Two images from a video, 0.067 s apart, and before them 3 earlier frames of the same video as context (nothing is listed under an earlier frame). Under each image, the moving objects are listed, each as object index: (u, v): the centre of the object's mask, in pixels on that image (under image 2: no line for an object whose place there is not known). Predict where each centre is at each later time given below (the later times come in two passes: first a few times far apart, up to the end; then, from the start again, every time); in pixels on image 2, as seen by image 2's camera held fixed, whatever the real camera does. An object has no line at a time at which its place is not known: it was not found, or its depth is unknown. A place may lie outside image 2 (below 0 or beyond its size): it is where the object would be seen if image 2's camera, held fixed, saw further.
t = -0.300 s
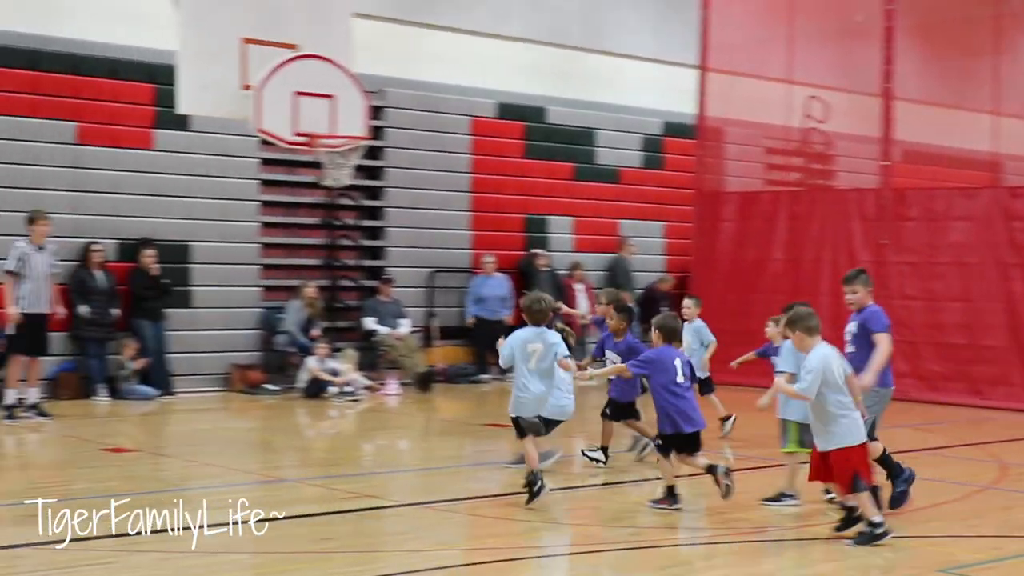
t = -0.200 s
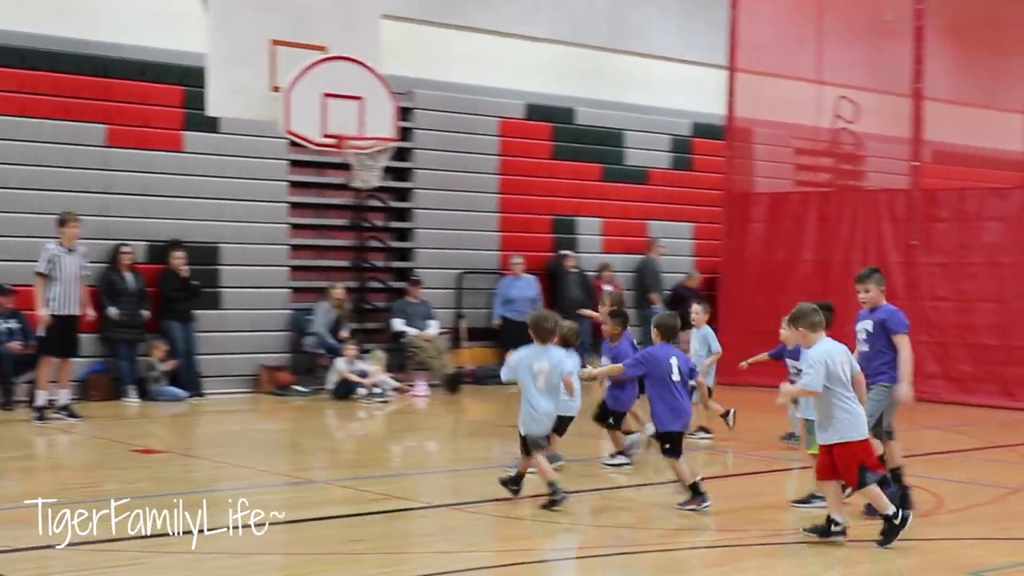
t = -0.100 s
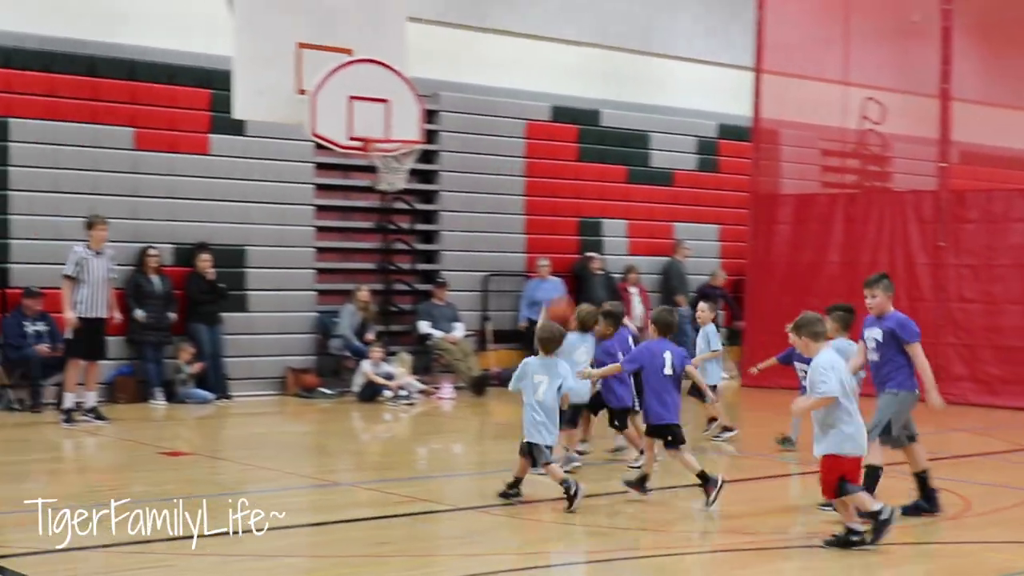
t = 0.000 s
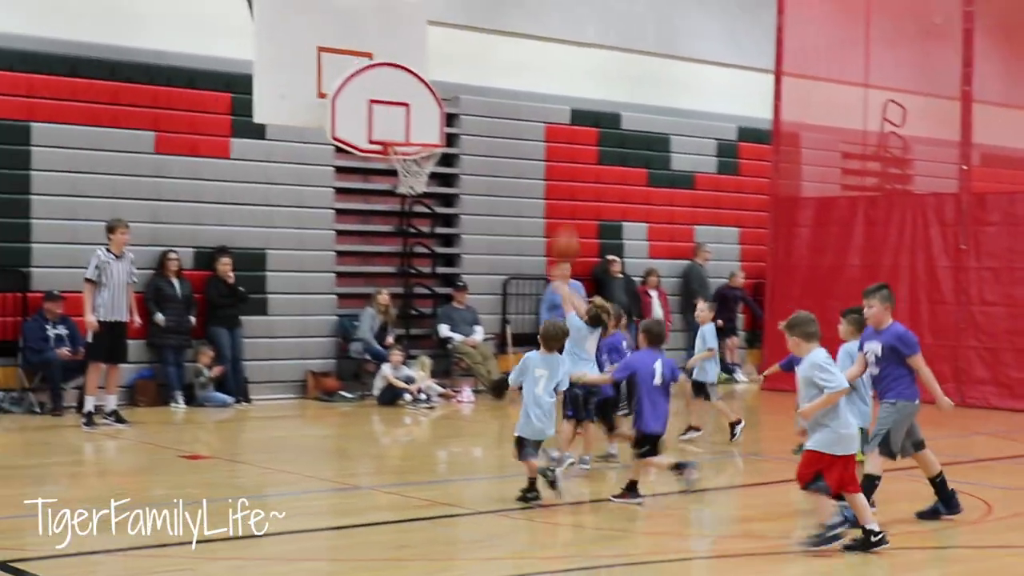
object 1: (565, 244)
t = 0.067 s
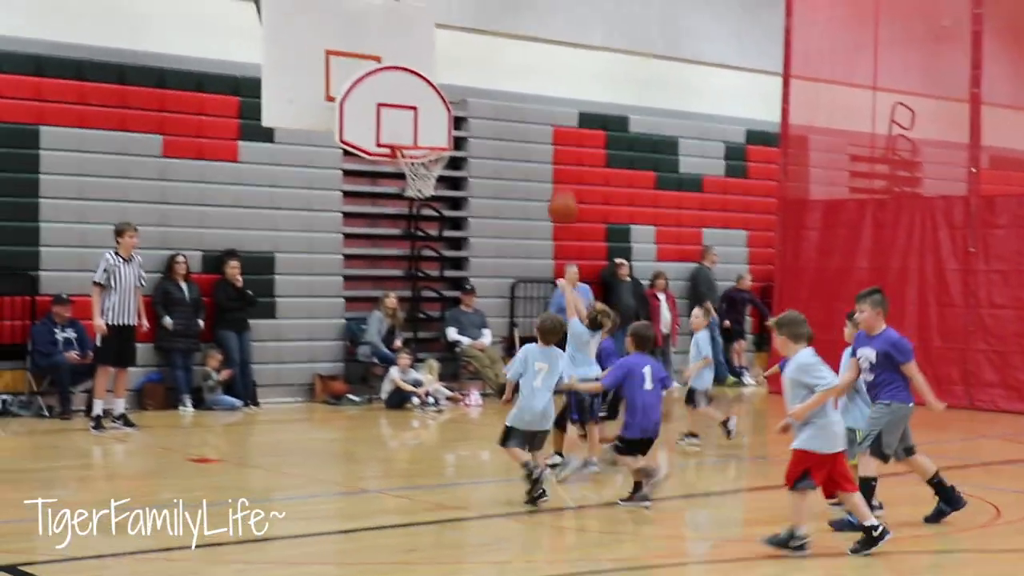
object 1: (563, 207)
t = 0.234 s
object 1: (534, 130)
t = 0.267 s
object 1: (528, 120)
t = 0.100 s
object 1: (558, 189)
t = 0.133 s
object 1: (552, 173)
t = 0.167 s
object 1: (545, 157)
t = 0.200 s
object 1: (539, 142)
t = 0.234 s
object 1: (534, 130)
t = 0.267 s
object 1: (528, 120)
